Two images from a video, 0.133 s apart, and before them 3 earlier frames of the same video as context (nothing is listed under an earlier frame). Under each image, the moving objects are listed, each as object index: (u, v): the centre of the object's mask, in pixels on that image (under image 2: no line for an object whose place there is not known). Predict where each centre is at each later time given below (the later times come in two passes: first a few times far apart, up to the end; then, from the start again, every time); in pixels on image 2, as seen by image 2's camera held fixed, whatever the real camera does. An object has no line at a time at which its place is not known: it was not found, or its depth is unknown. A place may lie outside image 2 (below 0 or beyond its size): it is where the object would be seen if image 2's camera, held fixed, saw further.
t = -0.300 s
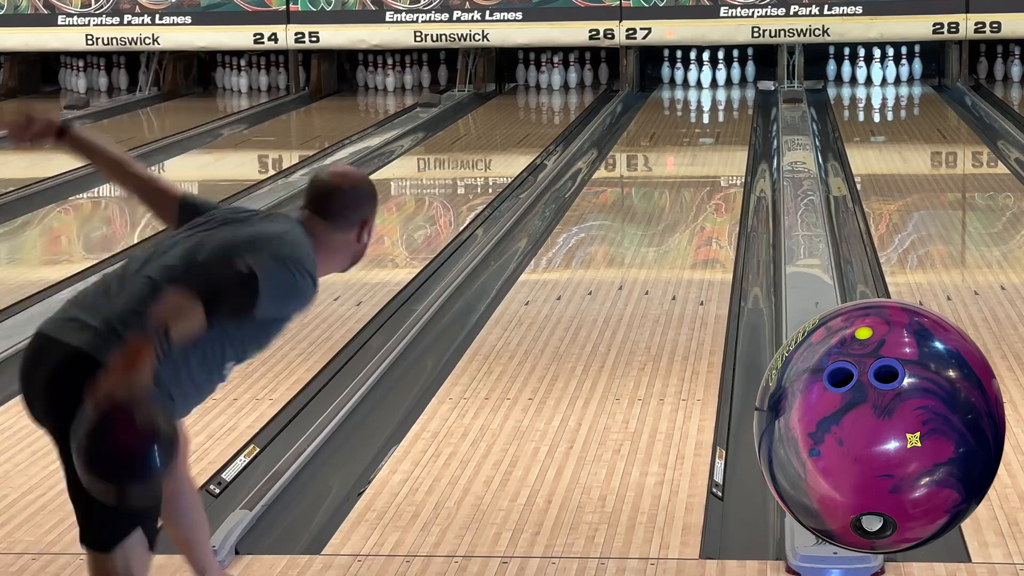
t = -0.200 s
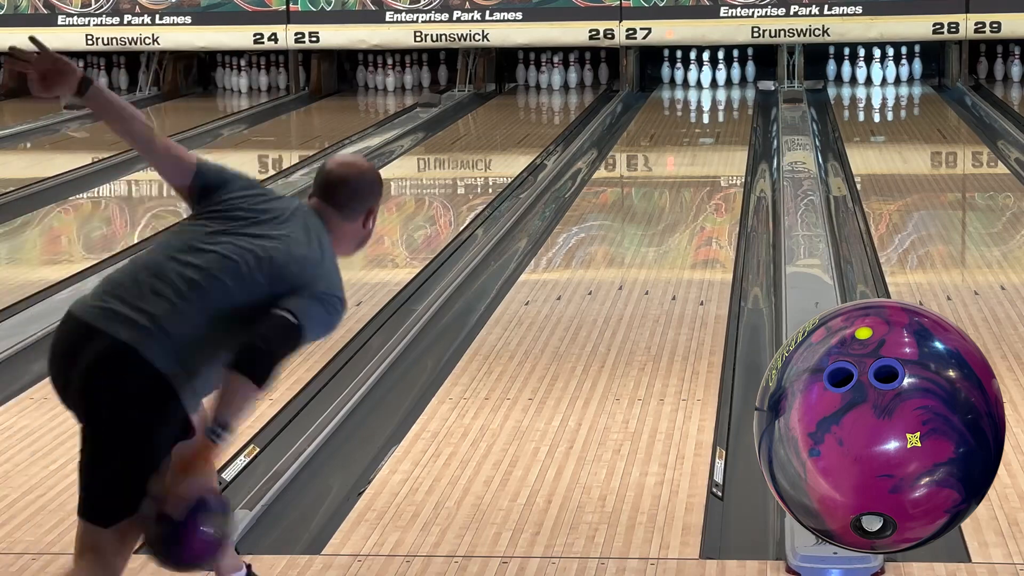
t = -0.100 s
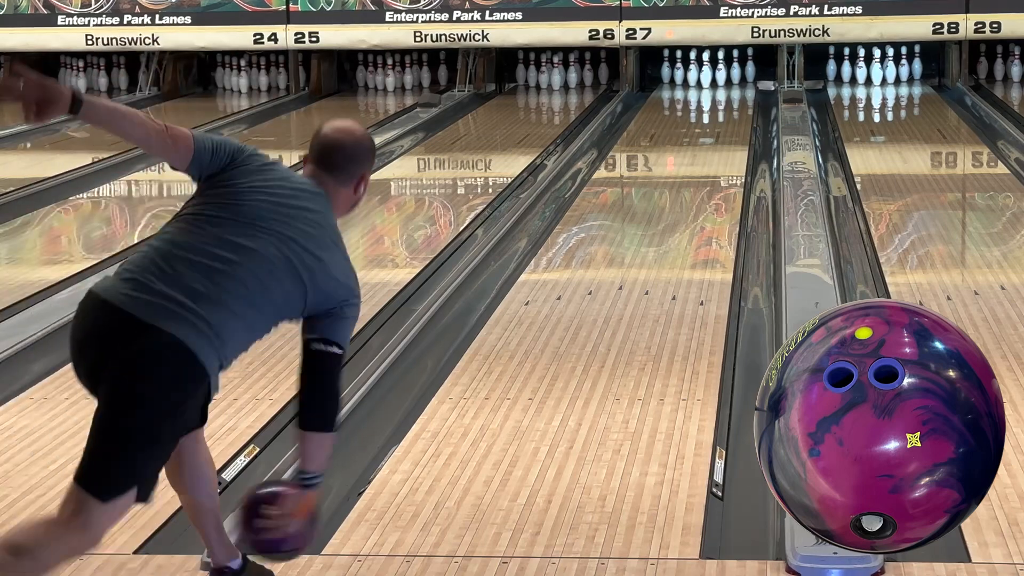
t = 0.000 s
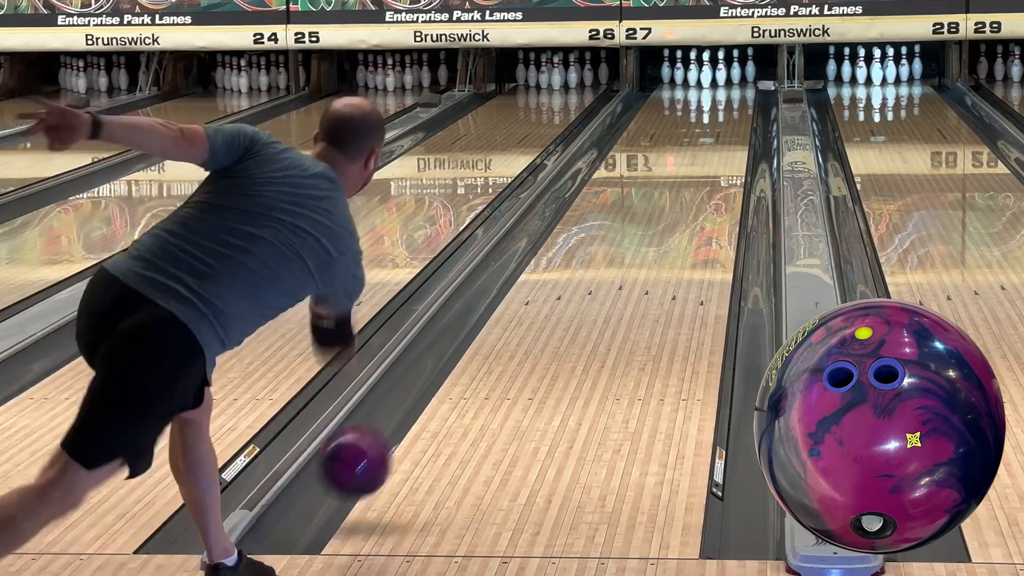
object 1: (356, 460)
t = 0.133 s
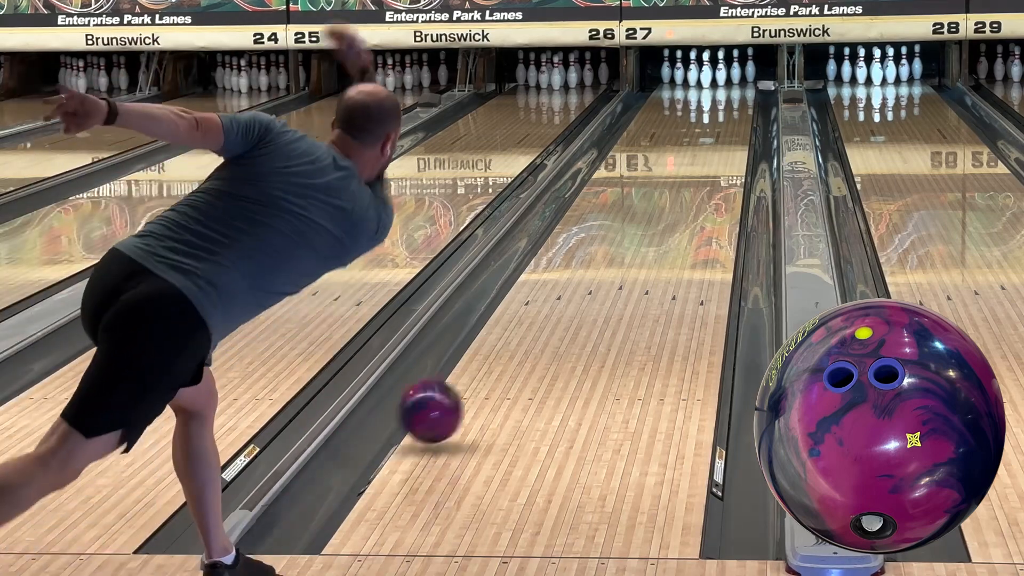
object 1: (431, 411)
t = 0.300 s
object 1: (501, 351)
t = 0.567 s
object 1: (578, 273)
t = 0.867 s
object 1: (636, 215)
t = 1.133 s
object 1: (671, 177)
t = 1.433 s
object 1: (700, 145)
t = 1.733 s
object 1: (720, 121)
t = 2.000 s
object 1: (728, 103)
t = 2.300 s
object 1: (722, 88)
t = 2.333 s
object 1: (721, 87)
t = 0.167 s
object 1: (447, 405)
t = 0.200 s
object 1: (462, 390)
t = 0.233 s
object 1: (476, 376)
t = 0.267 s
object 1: (489, 364)
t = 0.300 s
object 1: (501, 351)
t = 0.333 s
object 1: (513, 339)
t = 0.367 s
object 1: (523, 329)
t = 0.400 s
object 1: (534, 318)
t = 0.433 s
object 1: (543, 308)
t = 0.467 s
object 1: (553, 298)
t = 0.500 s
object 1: (562, 290)
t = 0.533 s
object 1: (570, 281)
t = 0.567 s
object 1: (578, 273)
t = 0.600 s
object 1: (586, 266)
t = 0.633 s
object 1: (593, 258)
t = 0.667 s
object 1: (600, 251)
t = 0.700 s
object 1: (606, 245)
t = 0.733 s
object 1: (612, 239)
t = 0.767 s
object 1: (619, 233)
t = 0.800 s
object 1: (625, 226)
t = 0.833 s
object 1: (630, 221)
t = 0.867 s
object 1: (636, 215)
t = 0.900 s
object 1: (641, 210)
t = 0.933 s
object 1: (646, 205)
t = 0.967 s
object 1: (650, 200)
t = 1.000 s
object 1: (655, 195)
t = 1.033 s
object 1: (659, 190)
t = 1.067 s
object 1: (663, 185)
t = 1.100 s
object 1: (667, 181)
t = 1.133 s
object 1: (671, 177)
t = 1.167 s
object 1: (675, 173)
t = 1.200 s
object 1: (679, 169)
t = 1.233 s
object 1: (682, 165)
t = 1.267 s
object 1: (685, 162)
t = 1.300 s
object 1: (689, 158)
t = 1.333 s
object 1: (692, 155)
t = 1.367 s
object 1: (695, 152)
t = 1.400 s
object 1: (698, 149)
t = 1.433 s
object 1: (700, 145)
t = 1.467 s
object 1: (703, 142)
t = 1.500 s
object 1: (705, 139)
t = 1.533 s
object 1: (708, 136)
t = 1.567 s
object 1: (710, 133)
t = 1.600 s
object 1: (713, 131)
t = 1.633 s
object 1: (715, 128)
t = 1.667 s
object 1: (717, 125)
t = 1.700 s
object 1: (719, 123)
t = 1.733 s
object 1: (720, 121)
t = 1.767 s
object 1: (722, 118)
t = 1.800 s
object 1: (724, 116)
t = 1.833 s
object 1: (725, 114)
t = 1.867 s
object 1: (726, 111)
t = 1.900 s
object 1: (727, 109)
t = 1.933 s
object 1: (727, 107)
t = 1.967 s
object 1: (728, 105)
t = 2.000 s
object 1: (728, 103)
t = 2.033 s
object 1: (728, 101)
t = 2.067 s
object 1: (728, 99)
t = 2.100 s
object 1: (727, 98)
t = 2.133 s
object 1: (727, 96)
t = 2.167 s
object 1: (726, 95)
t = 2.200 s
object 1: (725, 93)
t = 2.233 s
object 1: (725, 91)
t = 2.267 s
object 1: (724, 90)
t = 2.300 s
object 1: (722, 88)
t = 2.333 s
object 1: (721, 87)
